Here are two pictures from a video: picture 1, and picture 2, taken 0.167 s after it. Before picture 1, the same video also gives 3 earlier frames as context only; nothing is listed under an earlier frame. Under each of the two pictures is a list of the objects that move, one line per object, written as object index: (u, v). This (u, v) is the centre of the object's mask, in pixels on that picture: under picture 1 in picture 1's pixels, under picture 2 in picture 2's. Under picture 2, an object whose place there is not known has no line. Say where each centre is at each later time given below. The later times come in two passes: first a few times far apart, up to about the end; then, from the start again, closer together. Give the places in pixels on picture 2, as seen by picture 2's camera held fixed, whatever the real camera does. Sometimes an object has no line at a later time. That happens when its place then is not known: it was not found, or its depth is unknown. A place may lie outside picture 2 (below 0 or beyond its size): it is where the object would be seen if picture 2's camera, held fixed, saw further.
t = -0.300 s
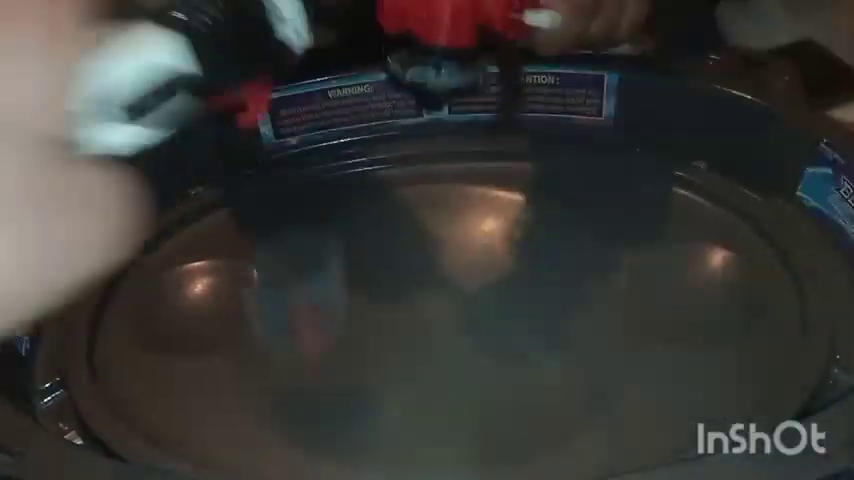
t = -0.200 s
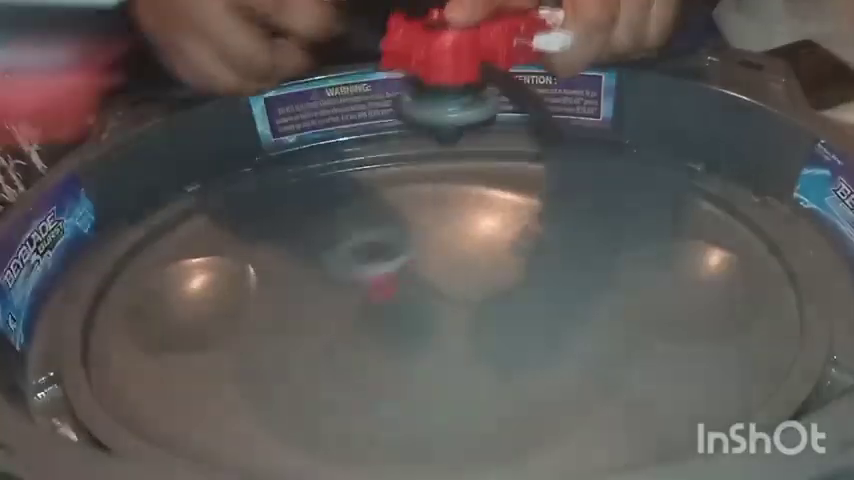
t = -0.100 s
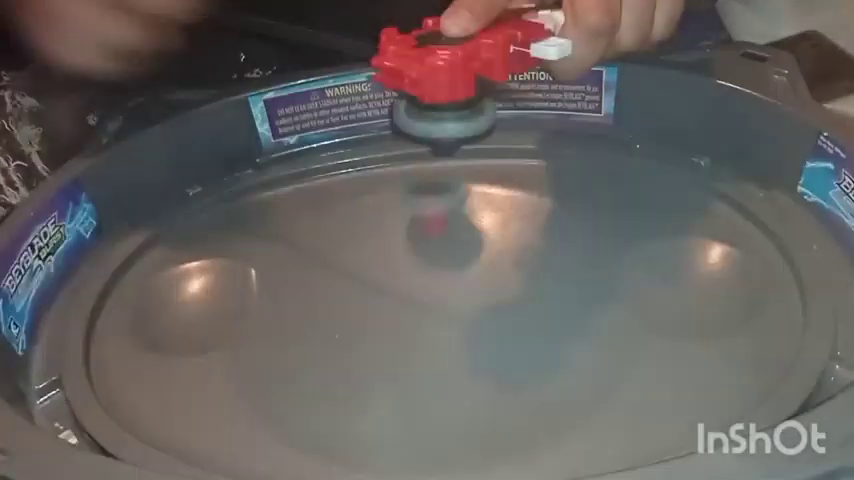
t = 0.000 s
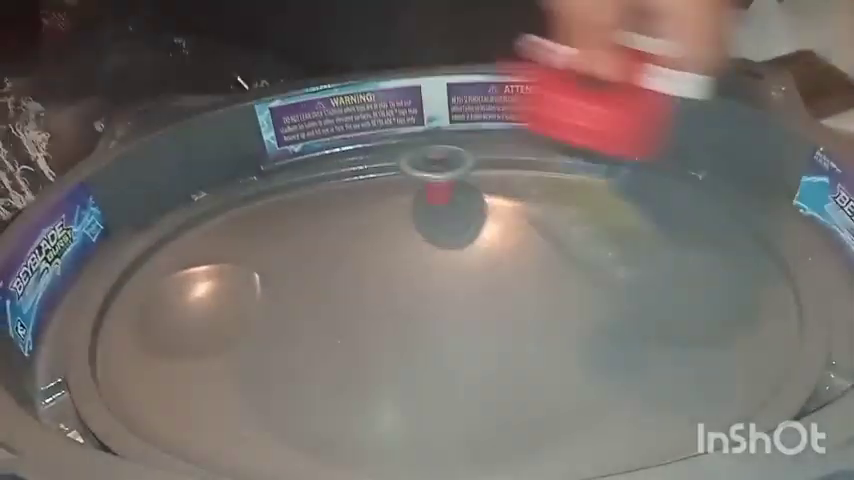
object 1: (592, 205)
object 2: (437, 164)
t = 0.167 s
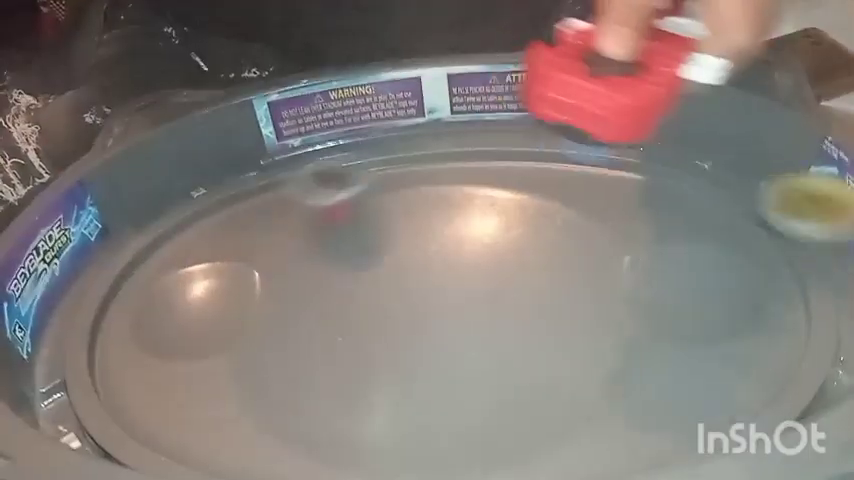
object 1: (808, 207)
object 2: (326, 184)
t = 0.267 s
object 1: (737, 175)
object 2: (223, 215)
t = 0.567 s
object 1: (365, 152)
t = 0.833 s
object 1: (128, 261)
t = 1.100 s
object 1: (184, 280)
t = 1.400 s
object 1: (196, 287)
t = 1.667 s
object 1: (171, 306)
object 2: (136, 228)
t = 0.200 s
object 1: (787, 198)
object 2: (293, 197)
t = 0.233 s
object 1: (763, 186)
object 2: (259, 205)
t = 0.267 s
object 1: (737, 175)
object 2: (223, 215)
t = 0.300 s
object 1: (701, 172)
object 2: (188, 229)
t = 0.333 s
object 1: (662, 172)
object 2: (146, 244)
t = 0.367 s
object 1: (625, 163)
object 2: (115, 259)
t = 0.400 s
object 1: (591, 156)
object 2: (110, 283)
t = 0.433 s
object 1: (558, 150)
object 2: (105, 299)
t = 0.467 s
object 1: (516, 143)
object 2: (98, 307)
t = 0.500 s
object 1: (464, 142)
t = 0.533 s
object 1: (411, 146)
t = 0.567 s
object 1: (365, 152)
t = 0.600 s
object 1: (305, 165)
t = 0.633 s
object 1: (253, 179)
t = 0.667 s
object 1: (207, 199)
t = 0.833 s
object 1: (128, 261)
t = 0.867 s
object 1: (146, 258)
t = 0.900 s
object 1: (163, 258)
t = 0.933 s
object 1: (183, 262)
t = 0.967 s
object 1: (196, 268)
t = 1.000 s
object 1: (202, 274)
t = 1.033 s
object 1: (201, 280)
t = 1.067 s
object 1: (195, 282)
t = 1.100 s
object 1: (184, 280)
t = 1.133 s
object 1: (173, 281)
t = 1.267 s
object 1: (161, 300)
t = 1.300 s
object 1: (169, 303)
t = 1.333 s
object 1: (182, 299)
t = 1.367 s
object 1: (190, 294)
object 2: (440, 212)
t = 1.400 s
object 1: (196, 287)
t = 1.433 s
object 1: (196, 279)
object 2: (356, 186)
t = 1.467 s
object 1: (187, 272)
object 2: (308, 182)
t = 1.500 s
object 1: (176, 269)
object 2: (258, 186)
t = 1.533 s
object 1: (163, 271)
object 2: (214, 187)
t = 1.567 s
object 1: (149, 278)
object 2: (186, 195)
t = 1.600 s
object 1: (146, 290)
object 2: (169, 212)
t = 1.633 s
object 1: (151, 301)
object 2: (151, 222)
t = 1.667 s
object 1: (171, 306)
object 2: (136, 228)
